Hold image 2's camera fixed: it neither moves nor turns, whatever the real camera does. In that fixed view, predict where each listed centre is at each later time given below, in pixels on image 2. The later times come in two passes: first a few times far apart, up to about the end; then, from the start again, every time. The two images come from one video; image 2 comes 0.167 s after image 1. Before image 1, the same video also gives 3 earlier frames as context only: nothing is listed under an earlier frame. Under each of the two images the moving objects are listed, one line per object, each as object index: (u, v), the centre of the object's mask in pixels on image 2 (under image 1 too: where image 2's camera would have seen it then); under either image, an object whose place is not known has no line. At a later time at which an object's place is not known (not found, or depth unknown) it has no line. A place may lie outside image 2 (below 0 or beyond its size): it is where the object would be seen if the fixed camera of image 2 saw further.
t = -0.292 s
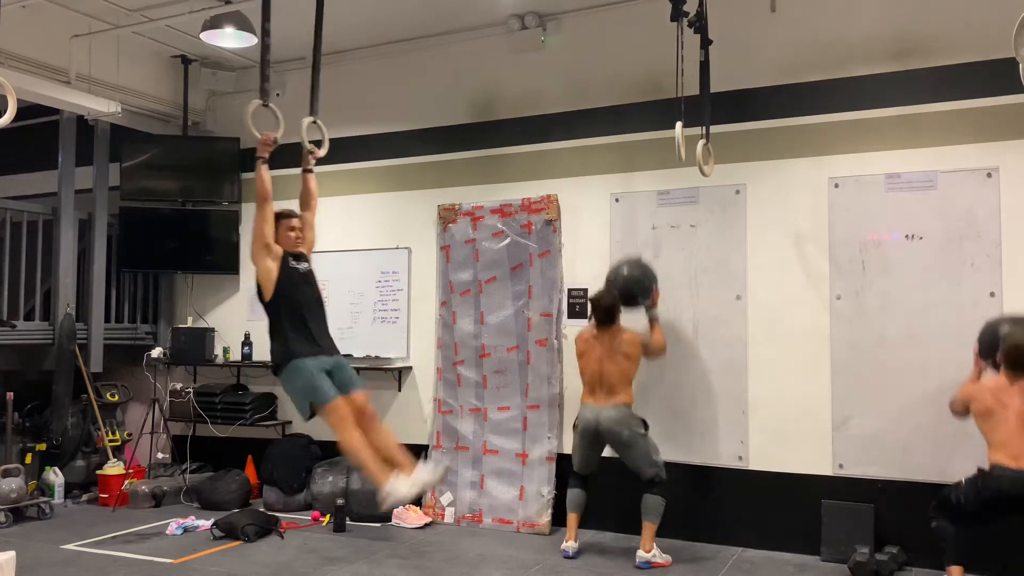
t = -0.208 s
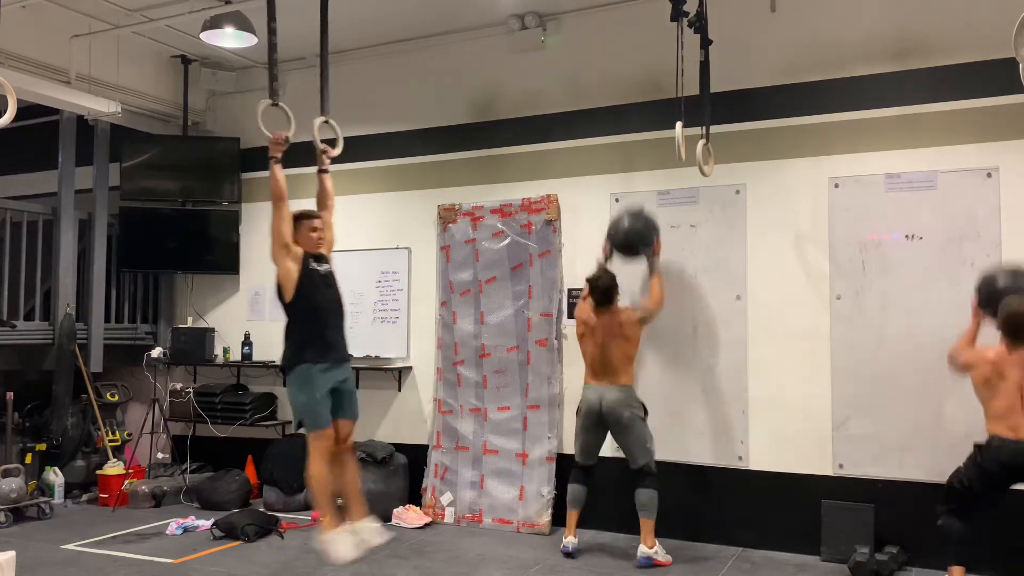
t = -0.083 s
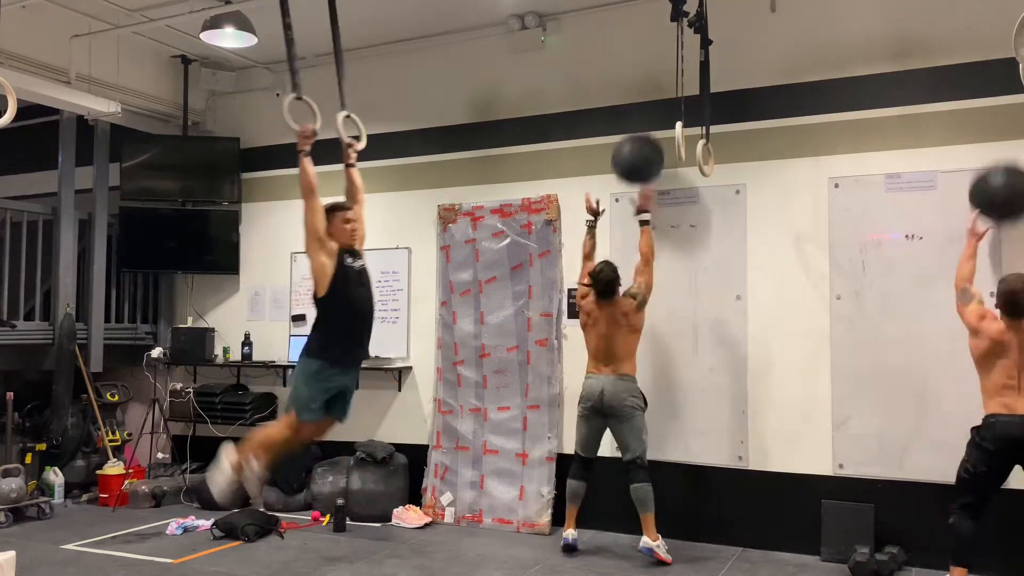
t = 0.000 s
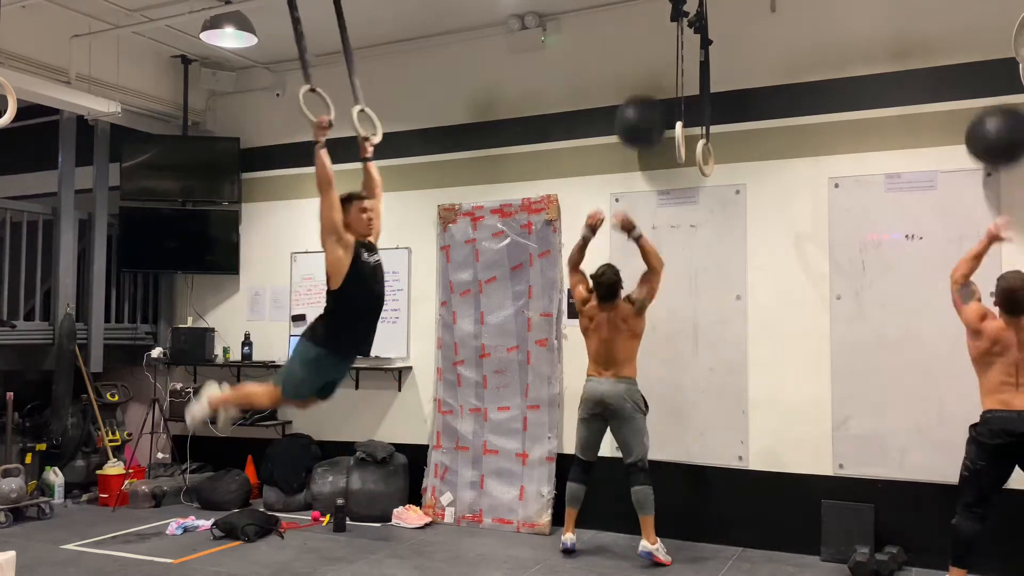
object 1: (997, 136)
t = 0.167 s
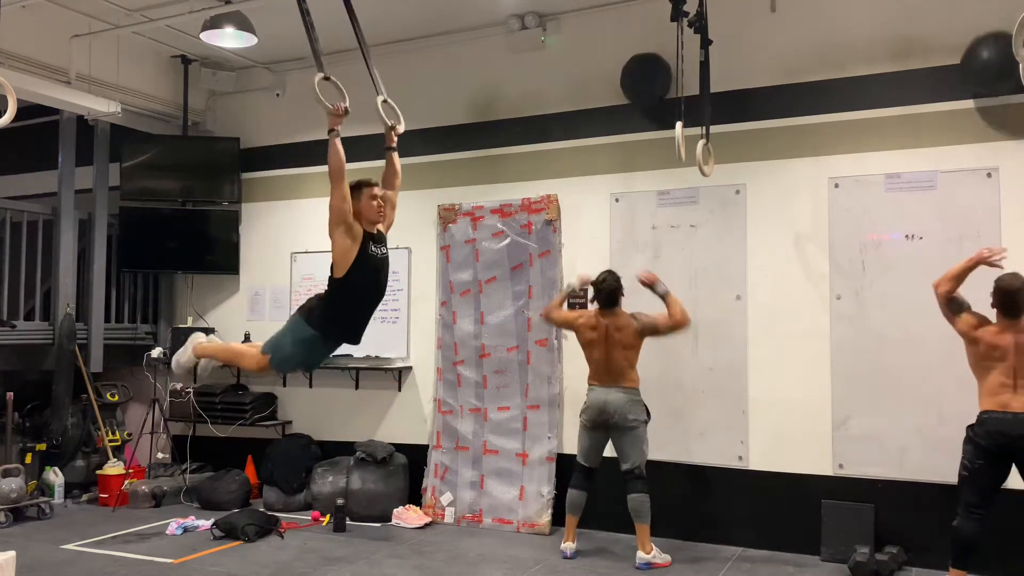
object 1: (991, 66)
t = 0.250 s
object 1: (988, 47)
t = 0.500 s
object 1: (986, 53)
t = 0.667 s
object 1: (987, 114)
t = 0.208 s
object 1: (990, 57)
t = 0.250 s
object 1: (988, 47)
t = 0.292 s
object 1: (990, 51)
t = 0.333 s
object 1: (990, 50)
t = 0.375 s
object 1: (990, 49)
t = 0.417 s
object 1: (990, 51)
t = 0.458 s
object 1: (985, 45)
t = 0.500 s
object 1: (986, 53)
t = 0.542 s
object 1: (987, 65)
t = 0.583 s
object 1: (989, 74)
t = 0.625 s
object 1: (989, 90)
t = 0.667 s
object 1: (987, 114)
